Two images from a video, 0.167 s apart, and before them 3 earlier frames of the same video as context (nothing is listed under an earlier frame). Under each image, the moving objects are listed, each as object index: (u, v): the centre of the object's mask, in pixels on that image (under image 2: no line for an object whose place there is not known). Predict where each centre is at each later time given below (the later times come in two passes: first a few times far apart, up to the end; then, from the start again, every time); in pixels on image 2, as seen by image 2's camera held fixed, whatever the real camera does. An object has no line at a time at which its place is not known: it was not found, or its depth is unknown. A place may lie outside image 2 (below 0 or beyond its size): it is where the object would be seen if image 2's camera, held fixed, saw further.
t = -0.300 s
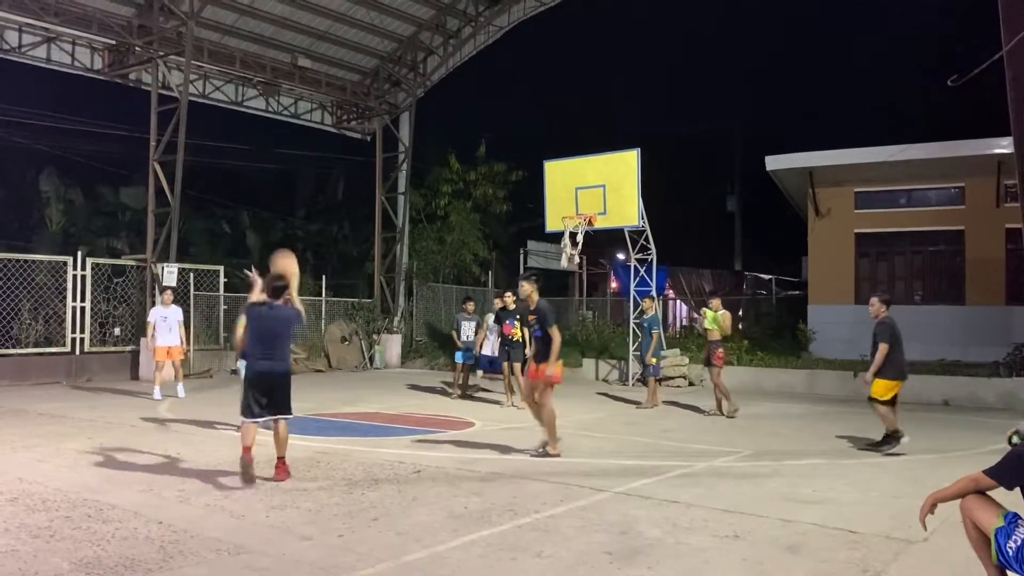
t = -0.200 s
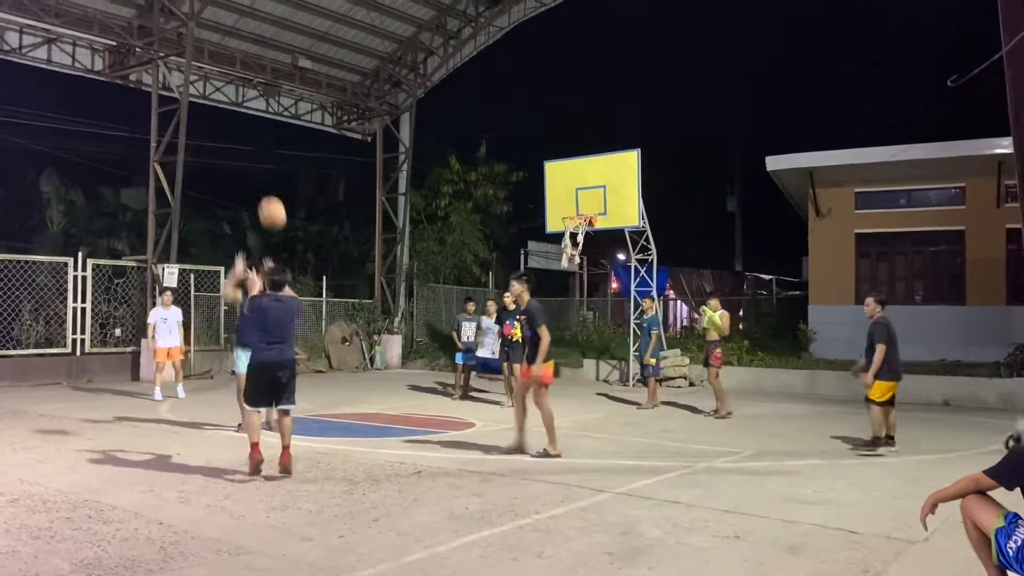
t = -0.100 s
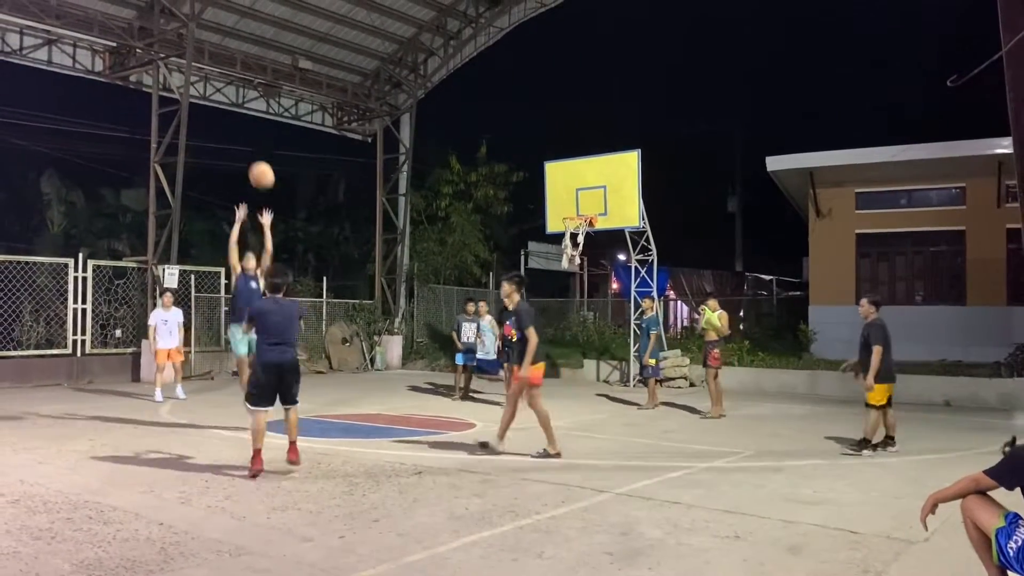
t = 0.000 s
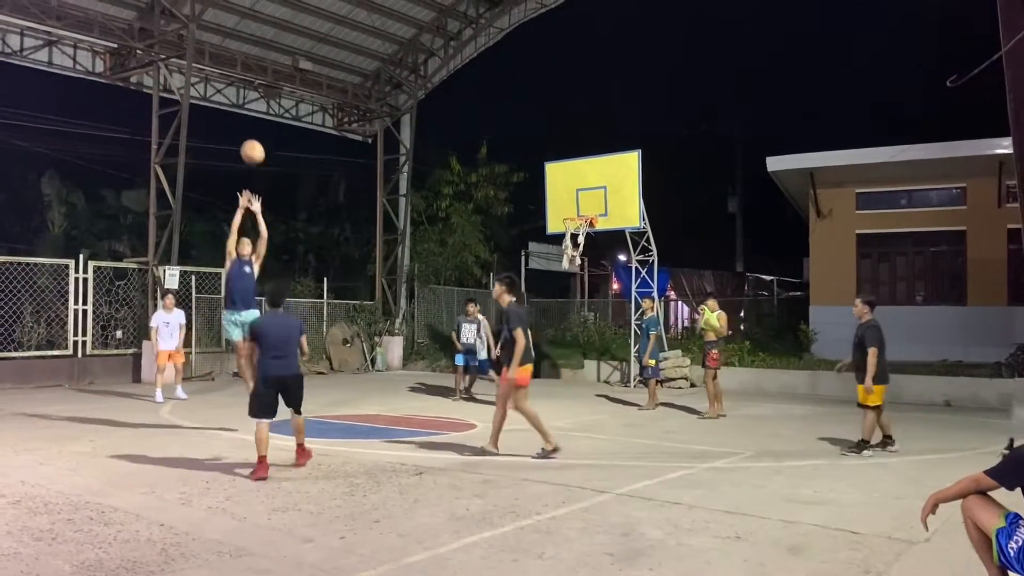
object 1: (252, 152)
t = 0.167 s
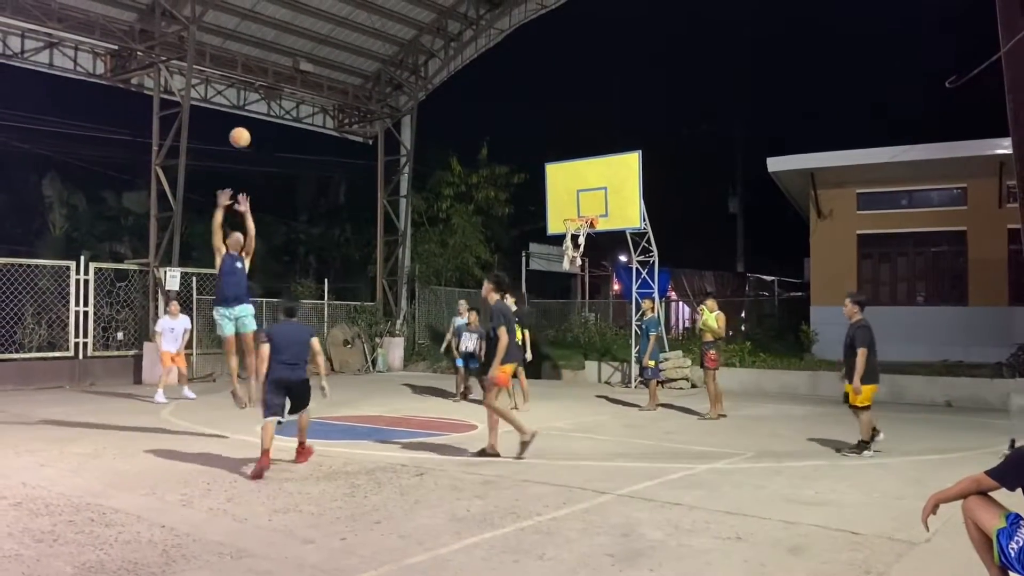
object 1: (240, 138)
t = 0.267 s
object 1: (233, 139)
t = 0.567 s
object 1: (216, 184)
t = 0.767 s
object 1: (206, 236)
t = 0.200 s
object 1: (238, 137)
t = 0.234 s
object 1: (235, 138)
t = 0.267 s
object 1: (233, 139)
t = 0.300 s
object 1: (231, 142)
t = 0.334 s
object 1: (229, 145)
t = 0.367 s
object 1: (227, 148)
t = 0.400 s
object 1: (225, 153)
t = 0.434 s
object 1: (223, 158)
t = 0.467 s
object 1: (221, 163)
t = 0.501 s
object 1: (219, 170)
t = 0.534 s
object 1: (217, 176)
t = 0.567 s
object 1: (216, 184)
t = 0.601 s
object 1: (214, 191)
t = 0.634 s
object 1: (212, 200)
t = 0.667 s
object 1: (211, 208)
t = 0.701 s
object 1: (209, 217)
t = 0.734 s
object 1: (207, 226)
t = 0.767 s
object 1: (206, 236)
